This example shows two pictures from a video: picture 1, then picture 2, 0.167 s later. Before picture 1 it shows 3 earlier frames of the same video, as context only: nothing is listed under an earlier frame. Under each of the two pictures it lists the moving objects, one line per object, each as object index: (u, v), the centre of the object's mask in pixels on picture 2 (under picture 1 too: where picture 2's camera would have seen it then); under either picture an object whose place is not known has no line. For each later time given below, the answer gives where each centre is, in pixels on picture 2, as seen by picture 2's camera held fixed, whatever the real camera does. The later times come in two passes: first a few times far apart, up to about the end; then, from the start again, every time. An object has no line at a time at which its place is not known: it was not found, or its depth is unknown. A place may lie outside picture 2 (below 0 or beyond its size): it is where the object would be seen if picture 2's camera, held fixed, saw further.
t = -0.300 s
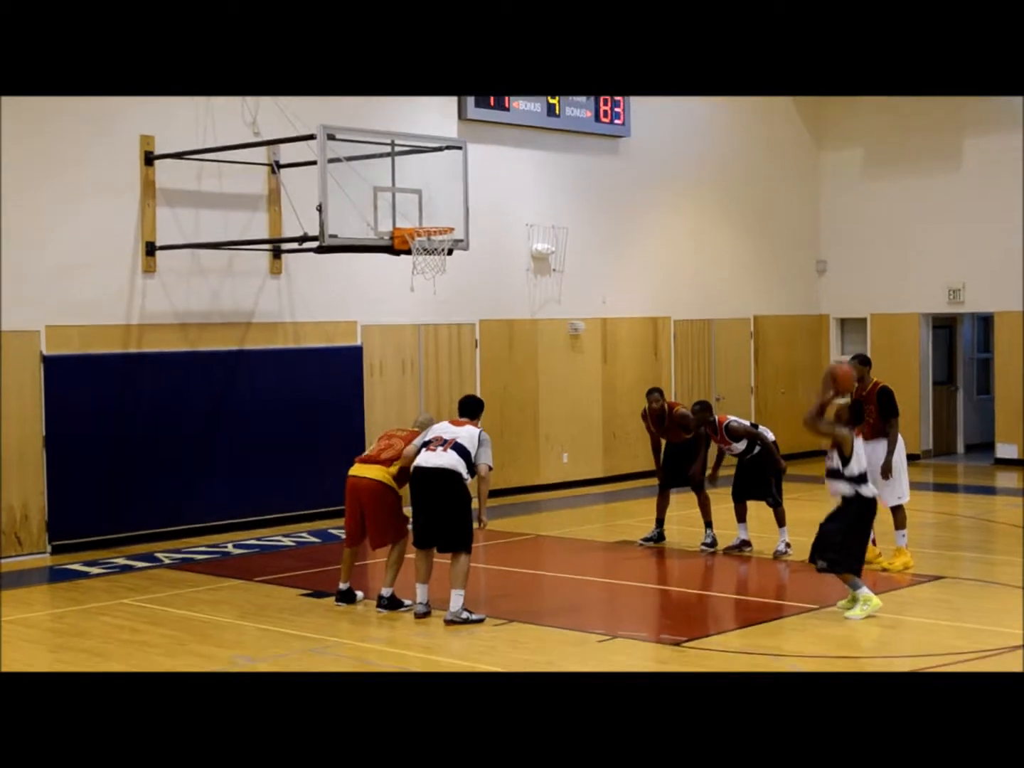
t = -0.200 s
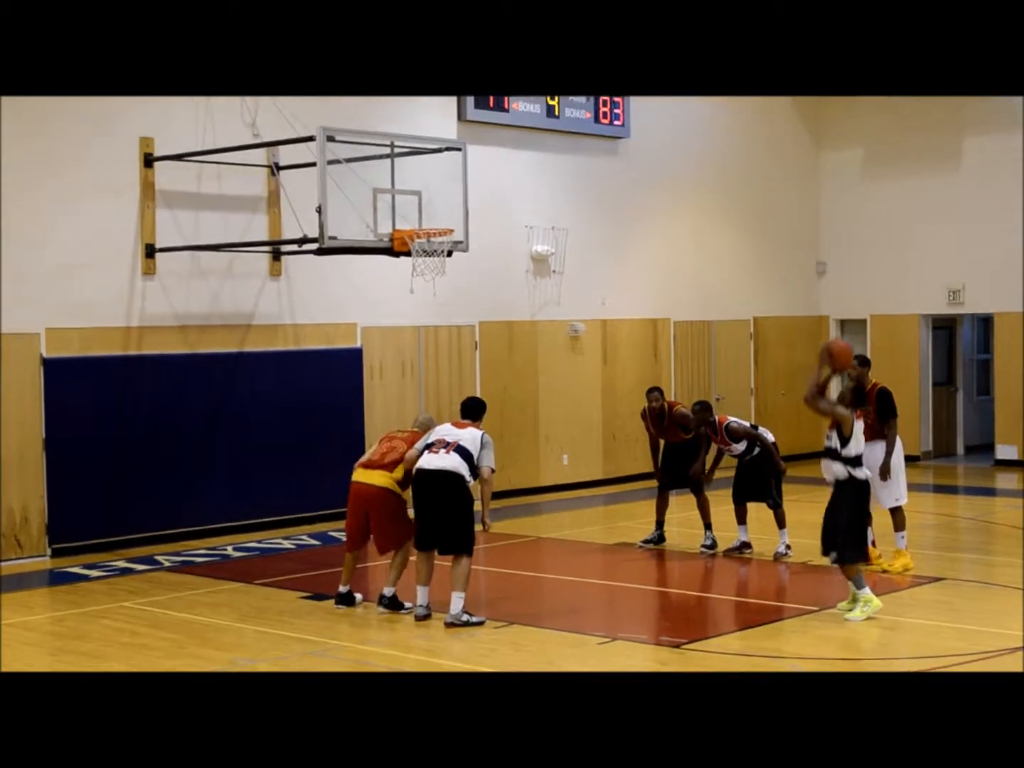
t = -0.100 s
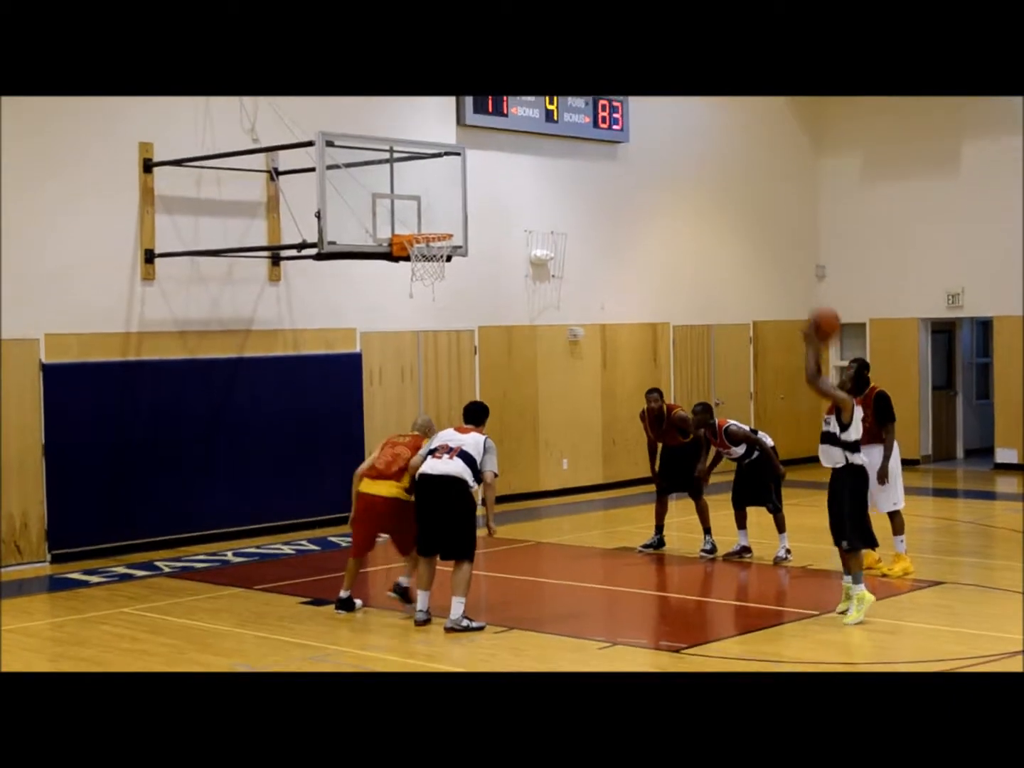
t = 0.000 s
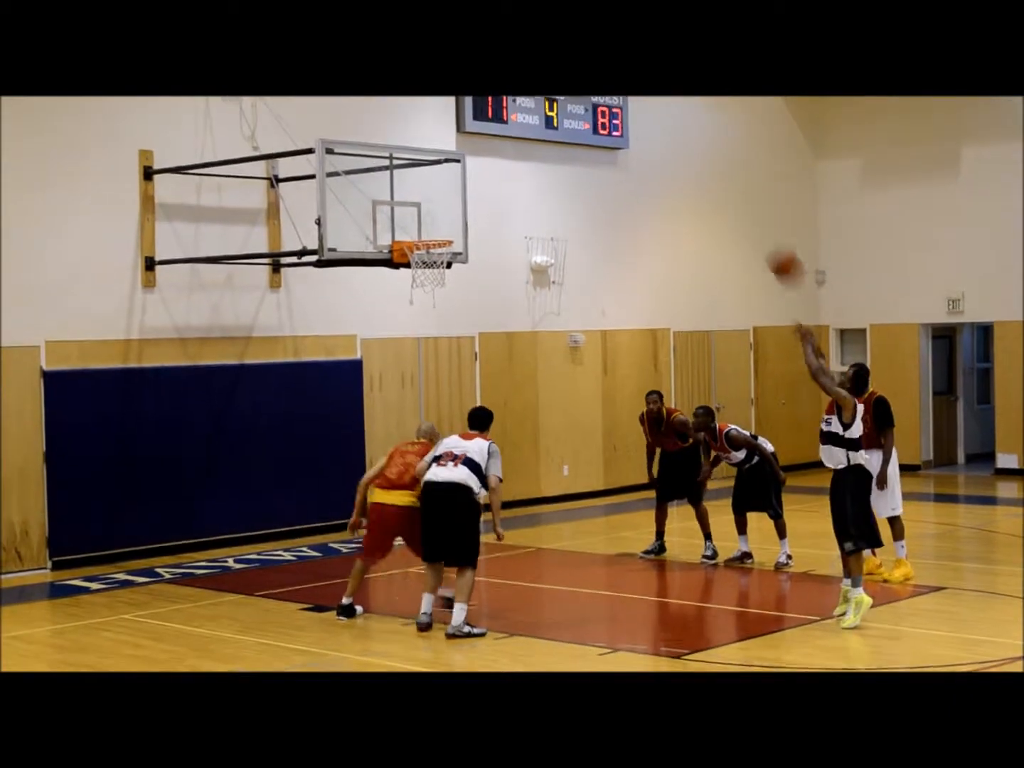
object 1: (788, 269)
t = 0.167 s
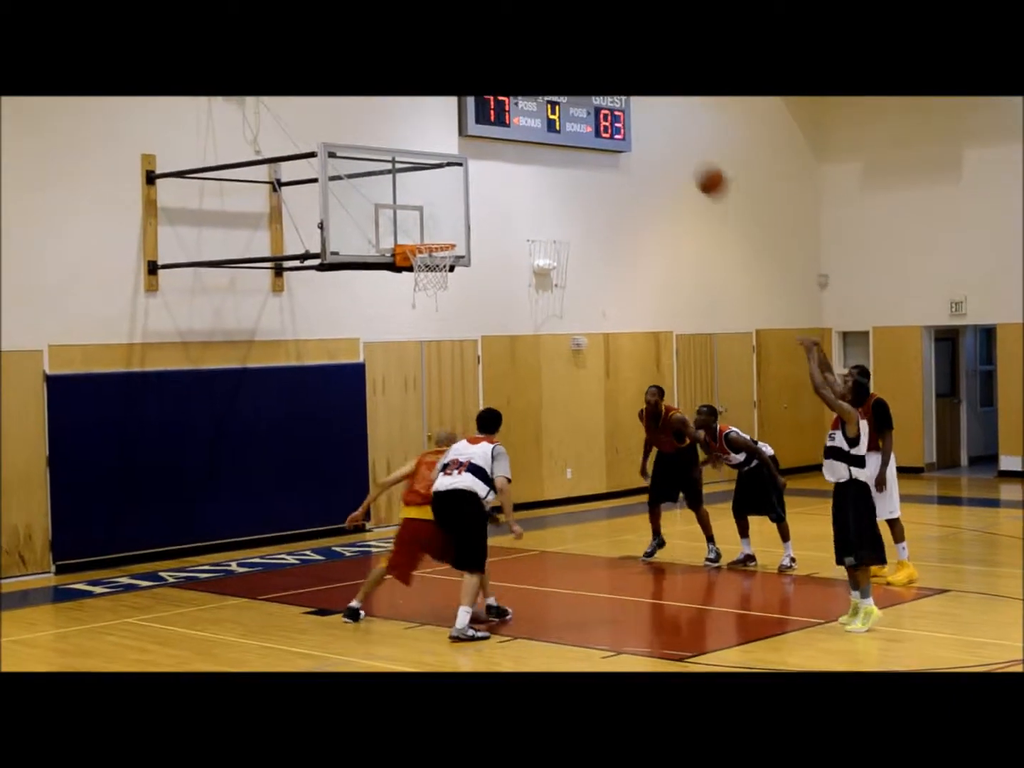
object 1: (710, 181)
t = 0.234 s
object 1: (684, 158)
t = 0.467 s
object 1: (592, 121)
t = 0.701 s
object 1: (514, 149)
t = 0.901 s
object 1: (453, 218)
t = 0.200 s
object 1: (698, 169)
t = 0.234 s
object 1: (684, 158)
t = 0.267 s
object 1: (669, 148)
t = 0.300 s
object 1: (656, 140)
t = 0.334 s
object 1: (643, 133)
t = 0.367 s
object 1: (631, 128)
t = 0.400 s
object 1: (619, 125)
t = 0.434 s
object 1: (605, 123)
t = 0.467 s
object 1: (592, 121)
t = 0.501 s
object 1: (581, 121)
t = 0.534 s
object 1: (570, 124)
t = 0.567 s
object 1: (557, 126)
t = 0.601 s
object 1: (546, 131)
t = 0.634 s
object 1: (535, 136)
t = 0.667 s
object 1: (524, 141)
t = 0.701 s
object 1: (514, 149)
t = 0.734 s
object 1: (503, 157)
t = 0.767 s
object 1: (492, 167)
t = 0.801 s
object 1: (483, 179)
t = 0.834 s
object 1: (472, 191)
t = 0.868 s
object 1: (463, 204)
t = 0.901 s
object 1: (453, 218)
